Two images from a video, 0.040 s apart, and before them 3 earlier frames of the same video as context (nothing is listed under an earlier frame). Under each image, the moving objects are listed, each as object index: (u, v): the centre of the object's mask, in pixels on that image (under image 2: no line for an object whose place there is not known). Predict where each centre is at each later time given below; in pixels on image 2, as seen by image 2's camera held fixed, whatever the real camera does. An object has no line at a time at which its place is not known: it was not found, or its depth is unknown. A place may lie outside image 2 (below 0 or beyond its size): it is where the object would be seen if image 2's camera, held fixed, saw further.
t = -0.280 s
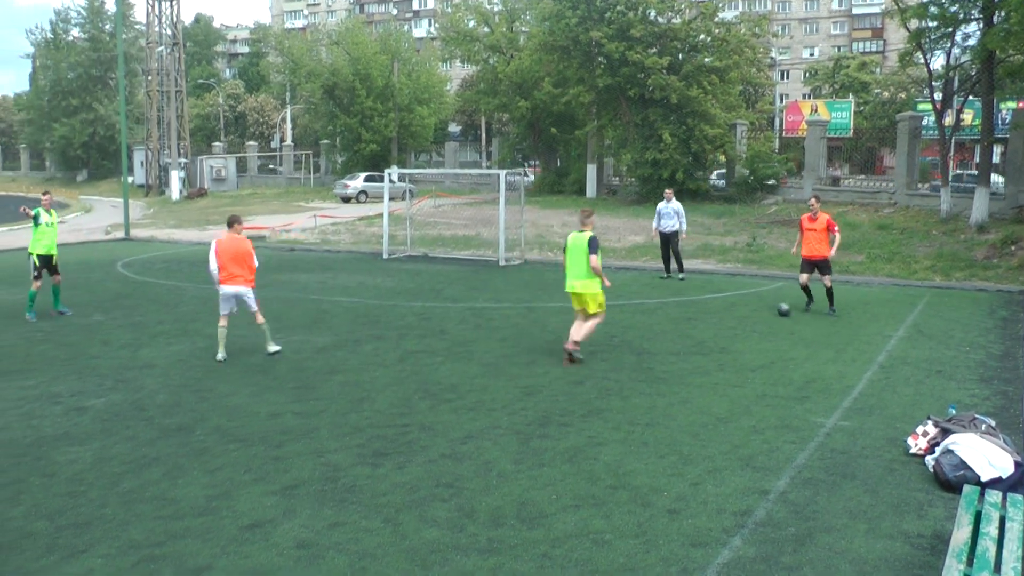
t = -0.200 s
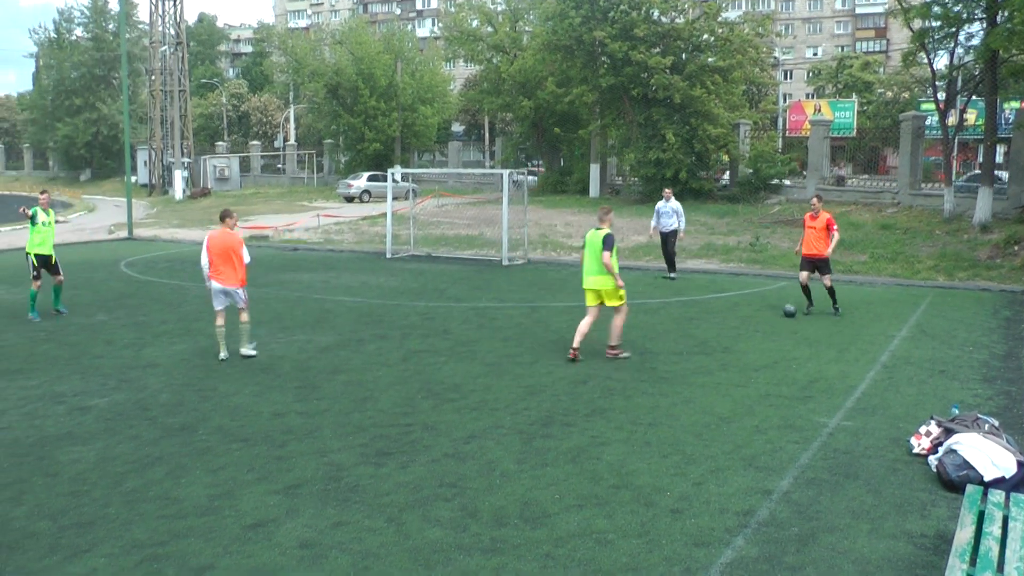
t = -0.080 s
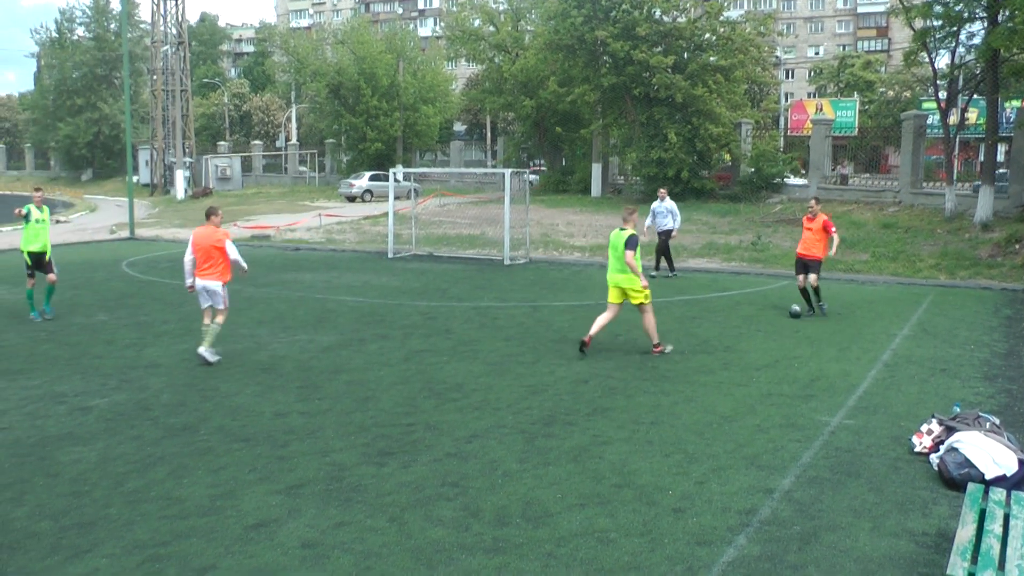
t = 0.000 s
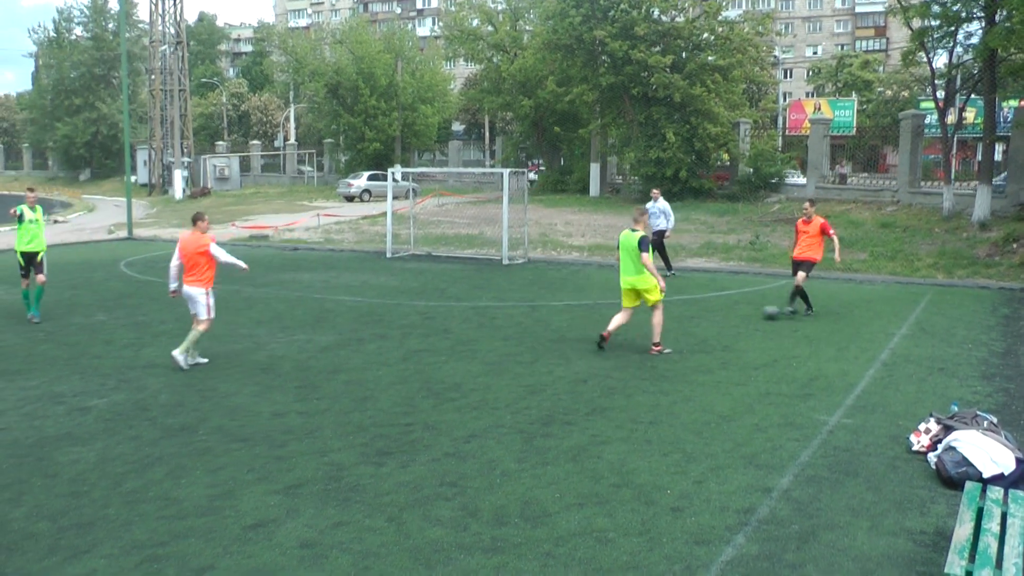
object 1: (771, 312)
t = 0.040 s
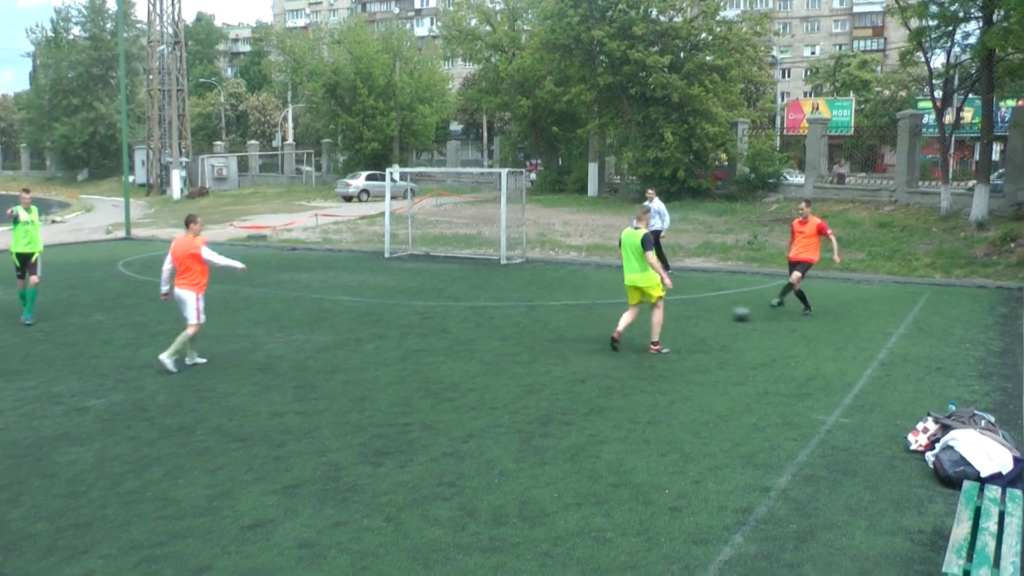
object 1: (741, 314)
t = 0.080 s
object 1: (713, 316)
